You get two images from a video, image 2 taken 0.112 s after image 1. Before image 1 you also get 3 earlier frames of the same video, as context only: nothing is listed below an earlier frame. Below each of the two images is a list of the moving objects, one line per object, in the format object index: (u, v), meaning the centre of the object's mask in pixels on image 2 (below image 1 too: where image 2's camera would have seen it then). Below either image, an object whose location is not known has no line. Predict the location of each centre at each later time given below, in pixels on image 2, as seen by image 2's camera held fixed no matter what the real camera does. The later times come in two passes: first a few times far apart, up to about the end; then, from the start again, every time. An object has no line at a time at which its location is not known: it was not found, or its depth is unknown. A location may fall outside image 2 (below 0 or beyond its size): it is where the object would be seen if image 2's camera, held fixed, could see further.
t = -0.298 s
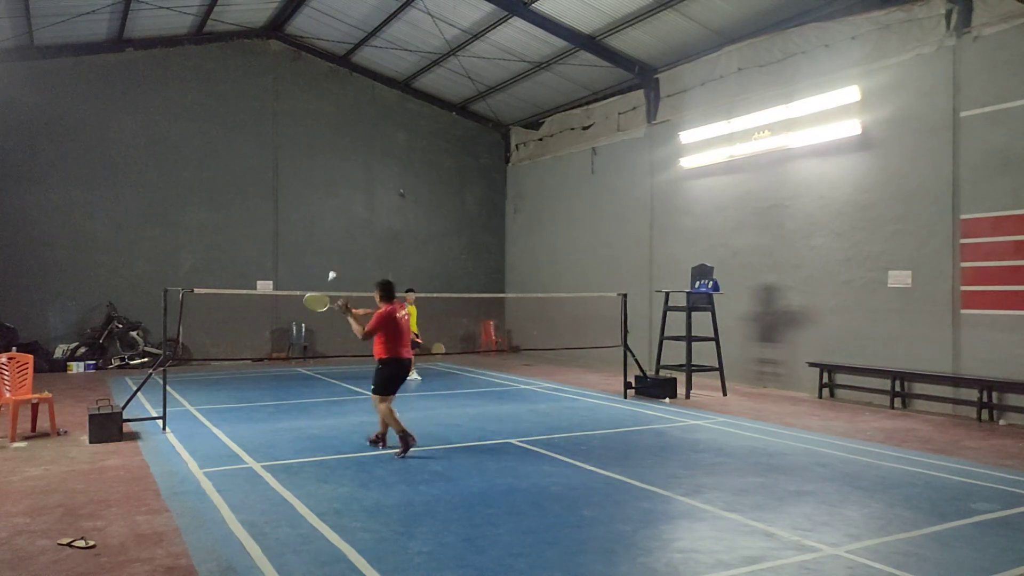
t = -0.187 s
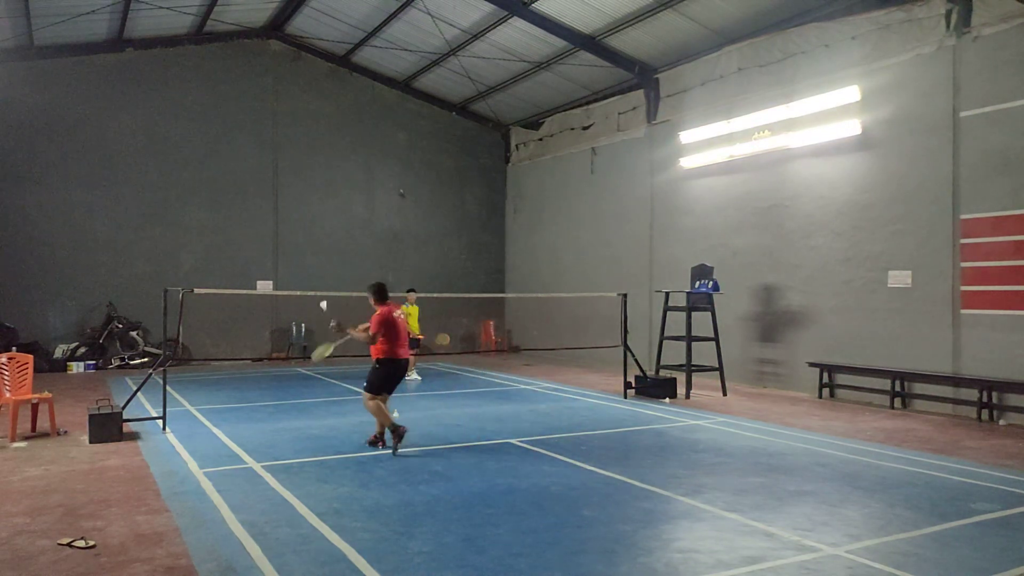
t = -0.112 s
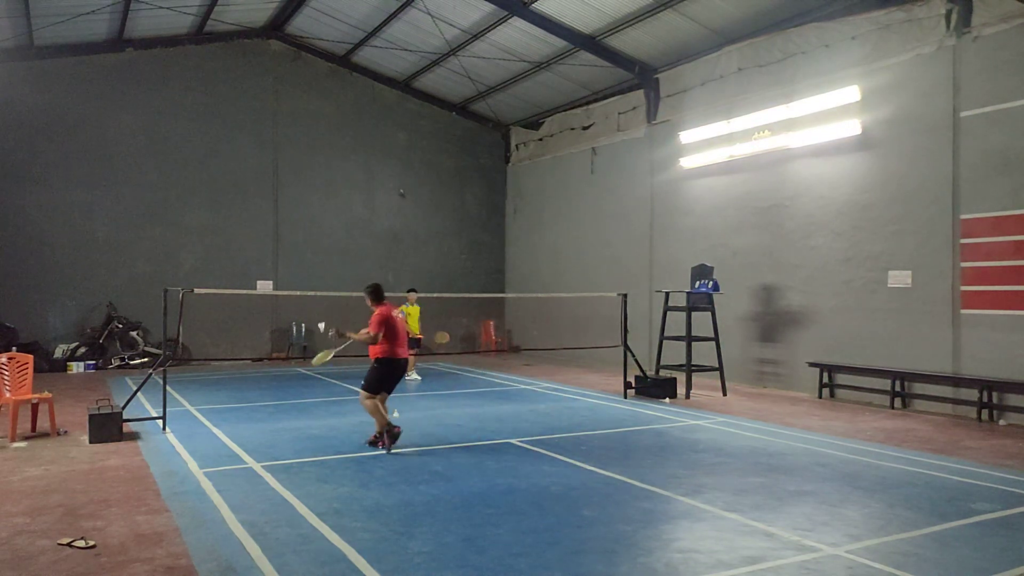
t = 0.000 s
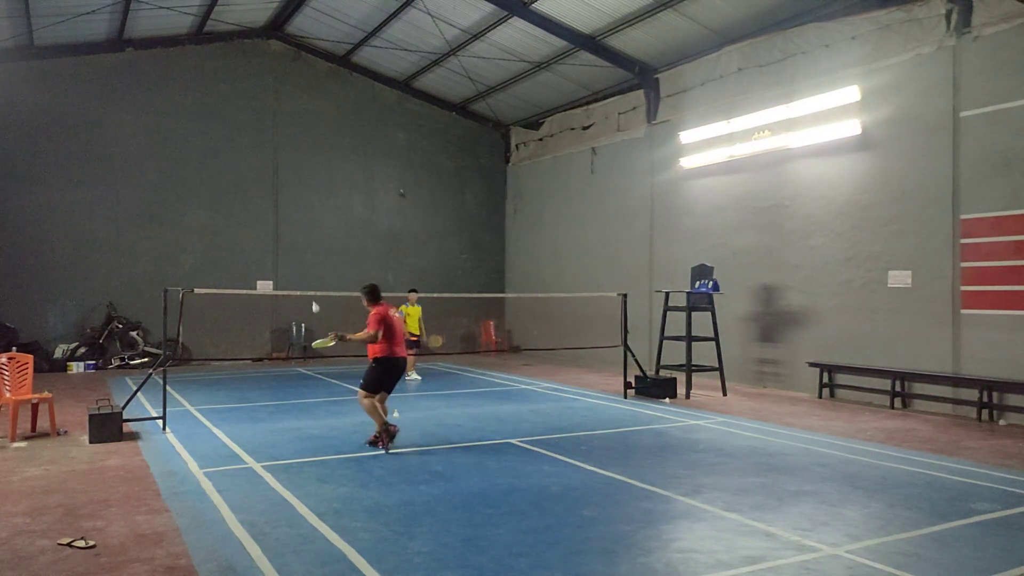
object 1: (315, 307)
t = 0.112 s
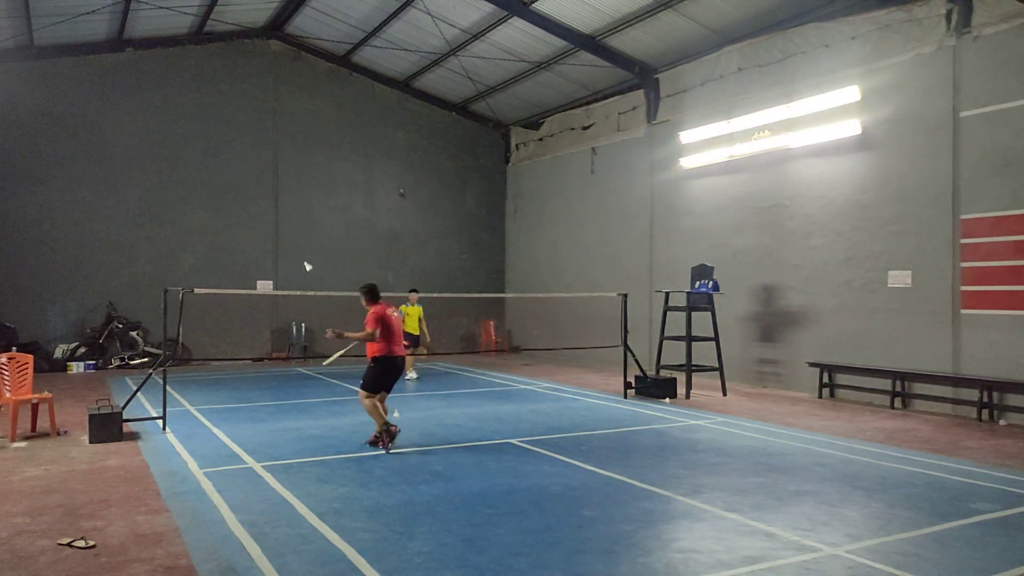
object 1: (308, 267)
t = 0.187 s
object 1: (302, 251)
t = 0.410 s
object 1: (297, 232)
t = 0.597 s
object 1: (291, 248)
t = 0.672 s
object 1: (289, 260)
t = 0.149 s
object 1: (305, 259)
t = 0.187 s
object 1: (302, 251)
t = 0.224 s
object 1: (299, 243)
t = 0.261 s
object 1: (298, 239)
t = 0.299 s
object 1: (297, 236)
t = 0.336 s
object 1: (297, 234)
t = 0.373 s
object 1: (297, 232)
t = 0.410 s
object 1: (297, 232)
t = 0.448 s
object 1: (296, 232)
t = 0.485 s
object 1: (295, 234)
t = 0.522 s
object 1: (293, 237)
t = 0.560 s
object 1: (292, 243)
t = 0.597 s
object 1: (291, 248)
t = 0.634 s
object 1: (290, 254)
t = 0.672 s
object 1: (289, 260)
